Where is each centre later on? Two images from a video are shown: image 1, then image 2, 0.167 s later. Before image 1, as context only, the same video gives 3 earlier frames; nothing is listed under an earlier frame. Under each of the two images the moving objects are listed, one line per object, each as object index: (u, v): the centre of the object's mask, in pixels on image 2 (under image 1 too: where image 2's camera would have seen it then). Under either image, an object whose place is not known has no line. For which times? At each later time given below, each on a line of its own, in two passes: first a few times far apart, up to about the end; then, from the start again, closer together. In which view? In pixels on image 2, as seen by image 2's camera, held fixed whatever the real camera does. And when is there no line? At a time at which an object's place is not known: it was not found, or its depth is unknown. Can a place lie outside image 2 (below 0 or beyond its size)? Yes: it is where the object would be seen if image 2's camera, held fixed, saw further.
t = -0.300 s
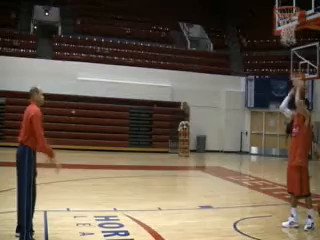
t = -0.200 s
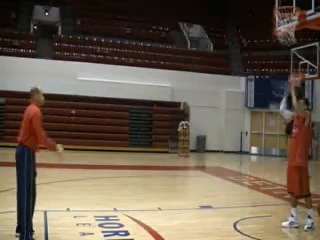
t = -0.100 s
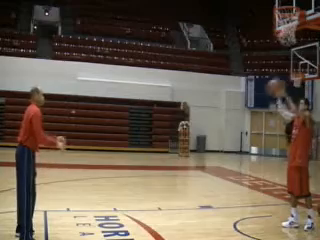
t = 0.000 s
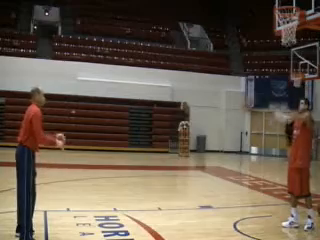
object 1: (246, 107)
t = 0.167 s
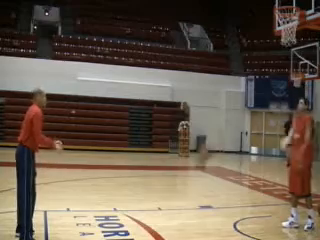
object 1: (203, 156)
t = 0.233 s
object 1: (186, 182)
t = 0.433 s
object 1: (138, 195)
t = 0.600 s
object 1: (105, 148)
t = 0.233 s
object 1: (186, 182)
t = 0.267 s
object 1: (176, 194)
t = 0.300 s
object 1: (166, 212)
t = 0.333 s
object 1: (157, 226)
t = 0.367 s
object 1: (150, 218)
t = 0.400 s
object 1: (144, 206)
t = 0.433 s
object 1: (138, 195)
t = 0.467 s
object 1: (132, 186)
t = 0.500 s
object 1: (126, 176)
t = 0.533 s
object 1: (119, 167)
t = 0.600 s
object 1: (105, 148)
